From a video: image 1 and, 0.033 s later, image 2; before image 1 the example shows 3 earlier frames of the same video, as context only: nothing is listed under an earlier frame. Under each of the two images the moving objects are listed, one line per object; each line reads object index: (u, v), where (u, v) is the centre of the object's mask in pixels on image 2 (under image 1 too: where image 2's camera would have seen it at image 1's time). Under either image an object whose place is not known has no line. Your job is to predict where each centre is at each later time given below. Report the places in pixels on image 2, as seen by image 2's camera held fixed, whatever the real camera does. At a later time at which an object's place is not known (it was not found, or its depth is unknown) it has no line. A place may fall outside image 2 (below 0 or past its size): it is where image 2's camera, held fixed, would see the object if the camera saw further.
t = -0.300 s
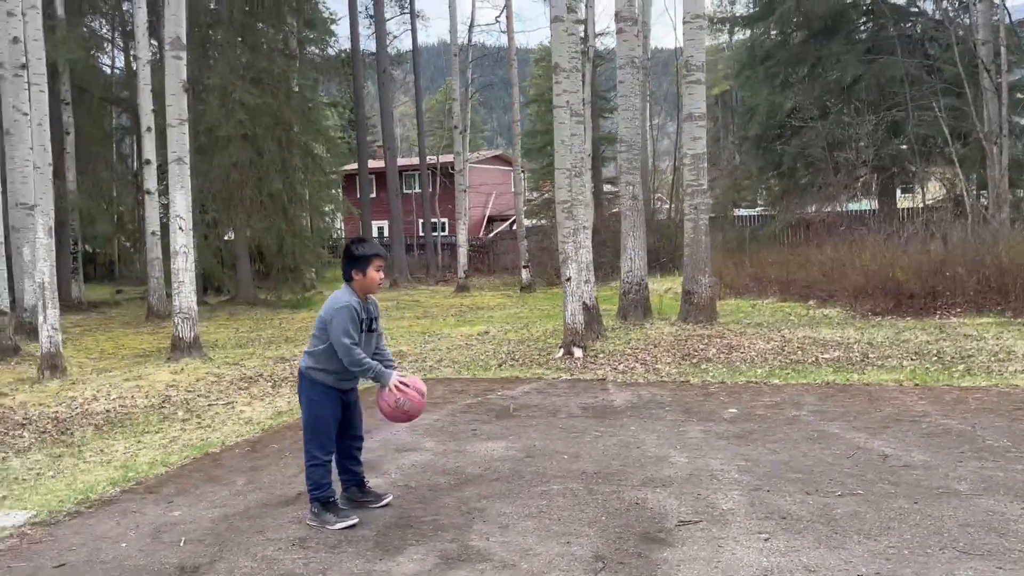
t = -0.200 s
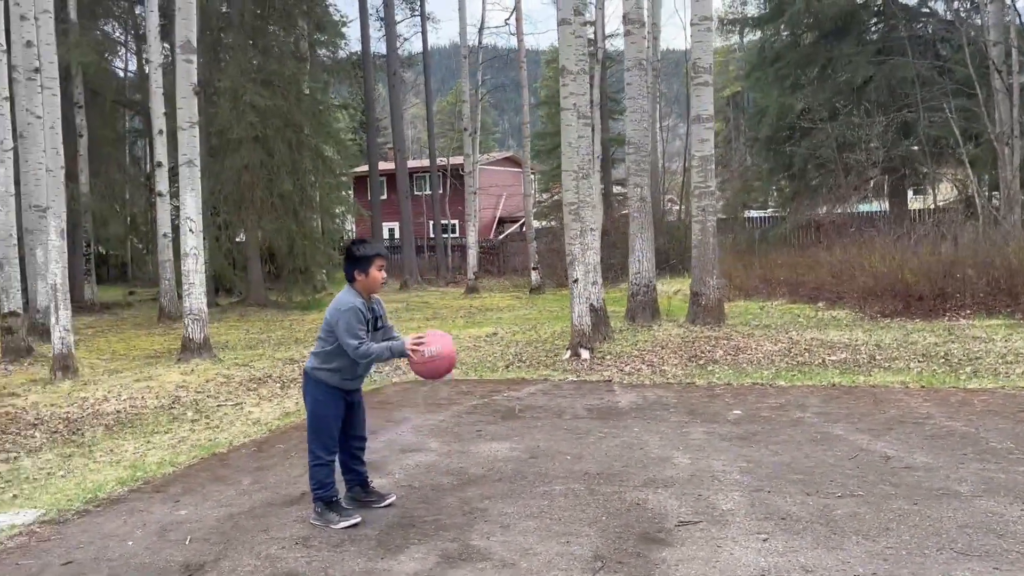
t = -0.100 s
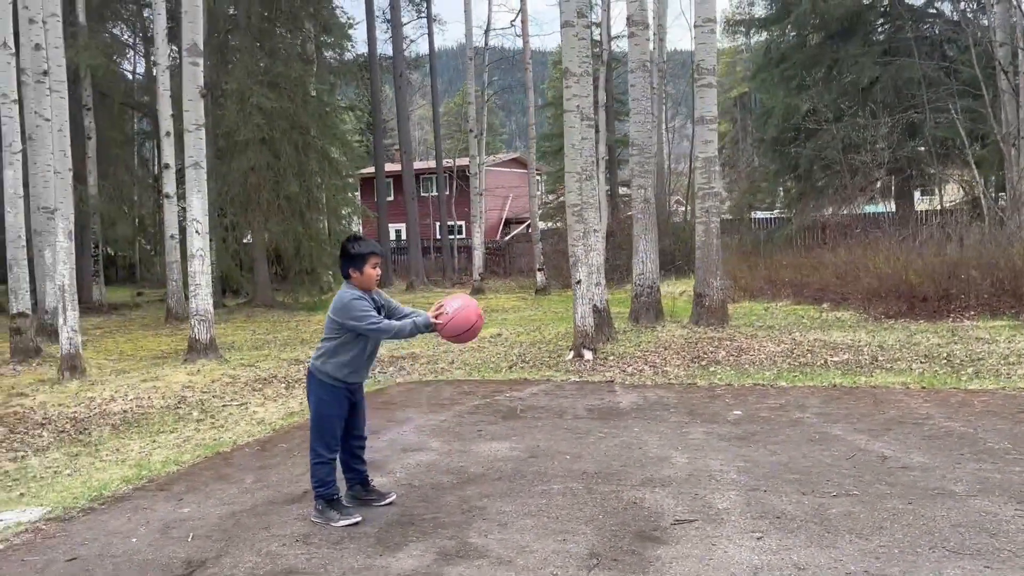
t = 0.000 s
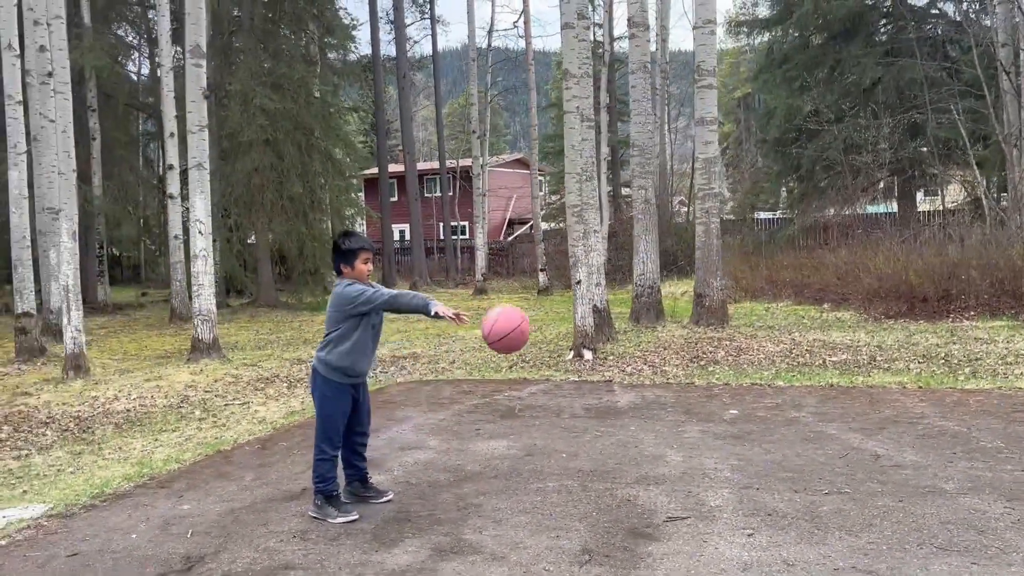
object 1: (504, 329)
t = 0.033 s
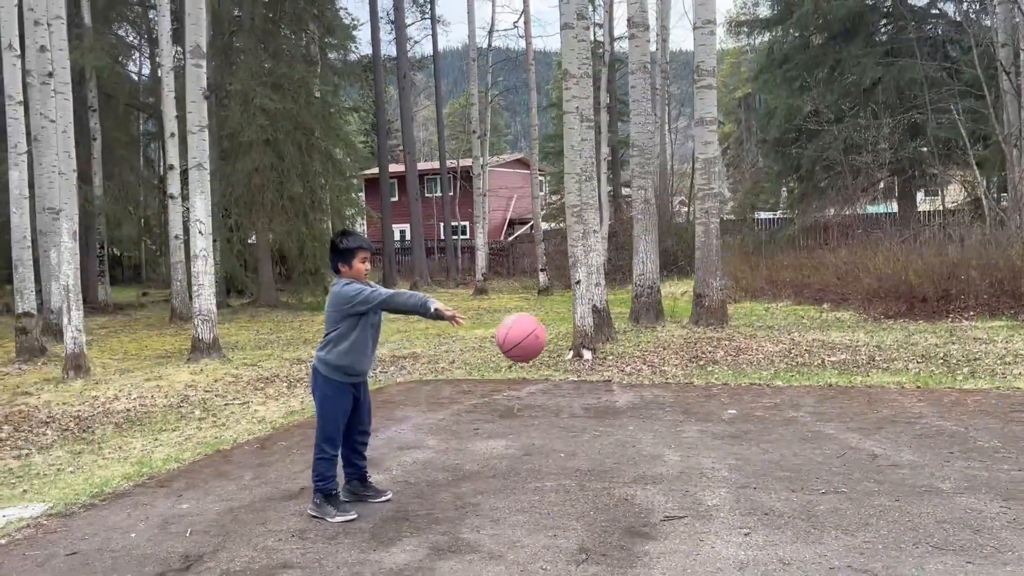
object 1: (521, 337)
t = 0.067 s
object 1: (538, 349)
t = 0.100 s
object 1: (555, 362)
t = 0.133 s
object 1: (572, 378)
